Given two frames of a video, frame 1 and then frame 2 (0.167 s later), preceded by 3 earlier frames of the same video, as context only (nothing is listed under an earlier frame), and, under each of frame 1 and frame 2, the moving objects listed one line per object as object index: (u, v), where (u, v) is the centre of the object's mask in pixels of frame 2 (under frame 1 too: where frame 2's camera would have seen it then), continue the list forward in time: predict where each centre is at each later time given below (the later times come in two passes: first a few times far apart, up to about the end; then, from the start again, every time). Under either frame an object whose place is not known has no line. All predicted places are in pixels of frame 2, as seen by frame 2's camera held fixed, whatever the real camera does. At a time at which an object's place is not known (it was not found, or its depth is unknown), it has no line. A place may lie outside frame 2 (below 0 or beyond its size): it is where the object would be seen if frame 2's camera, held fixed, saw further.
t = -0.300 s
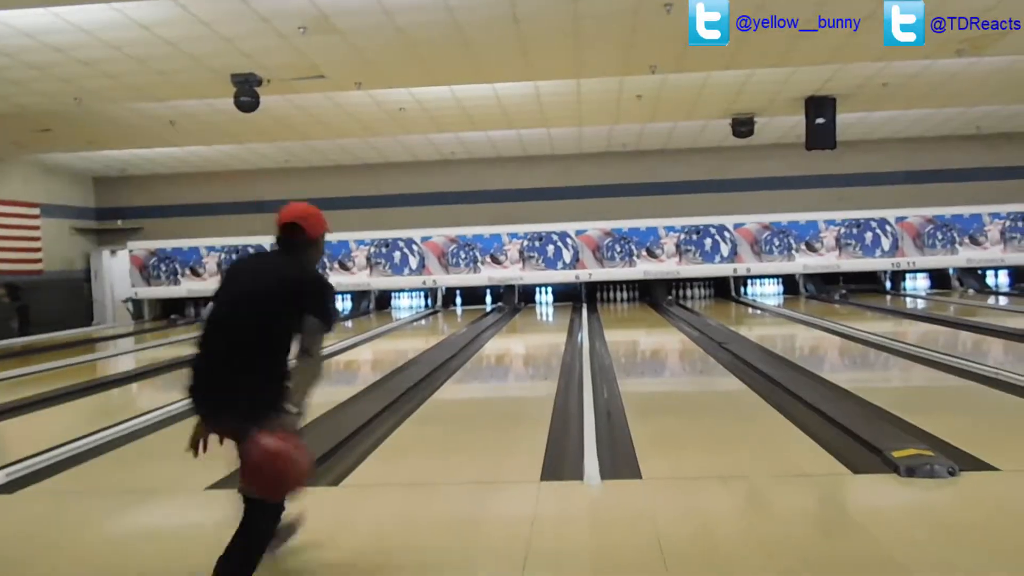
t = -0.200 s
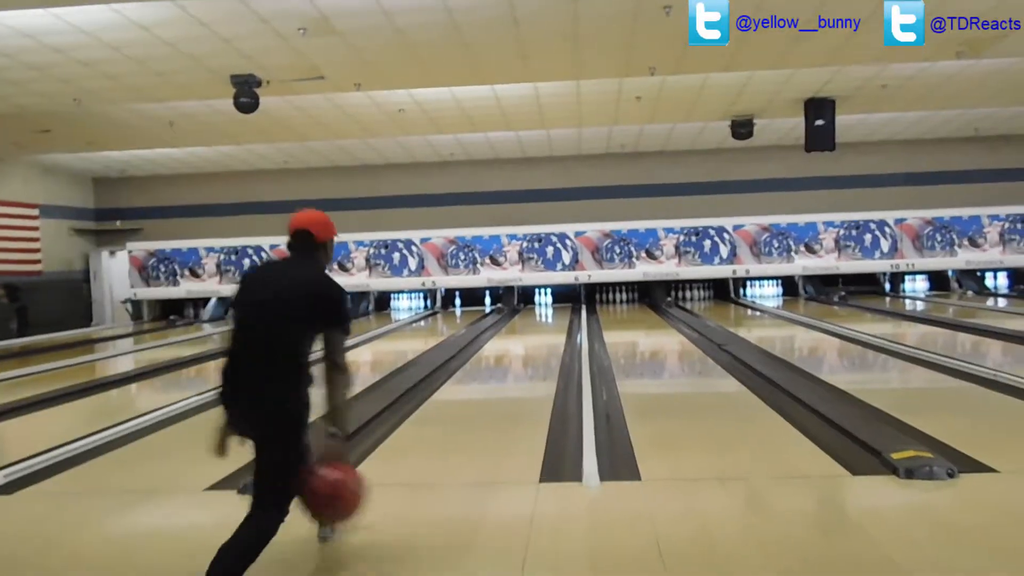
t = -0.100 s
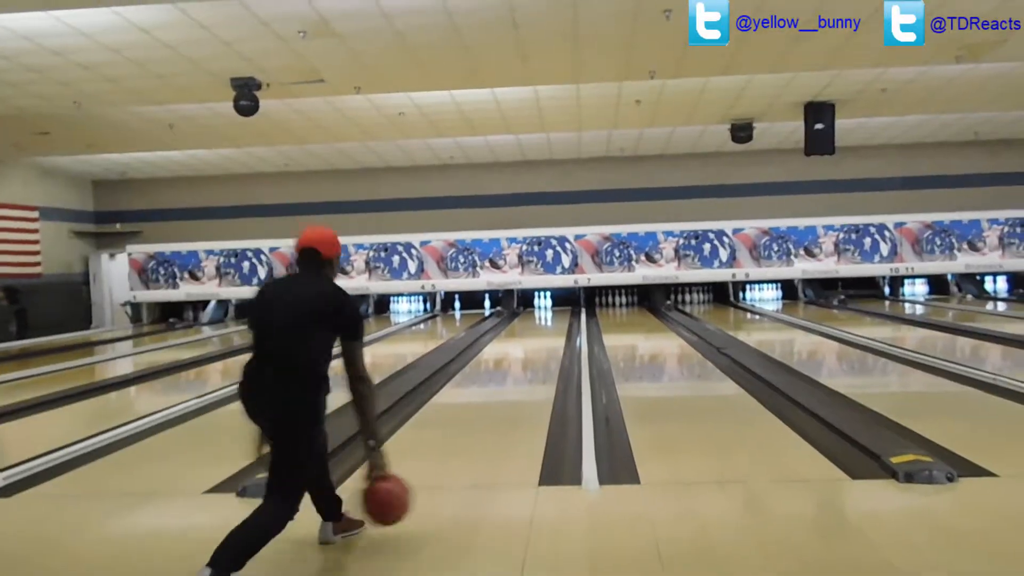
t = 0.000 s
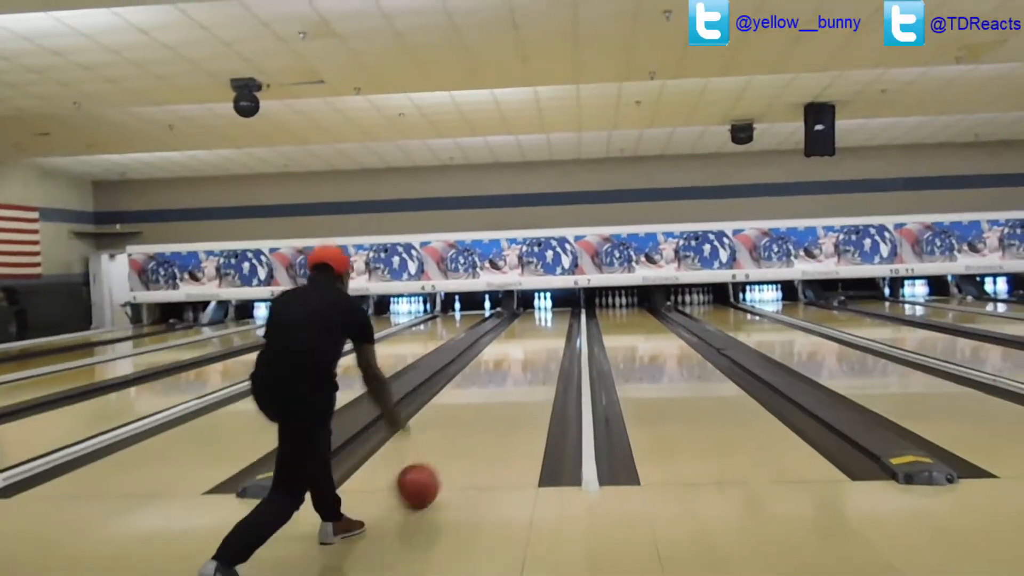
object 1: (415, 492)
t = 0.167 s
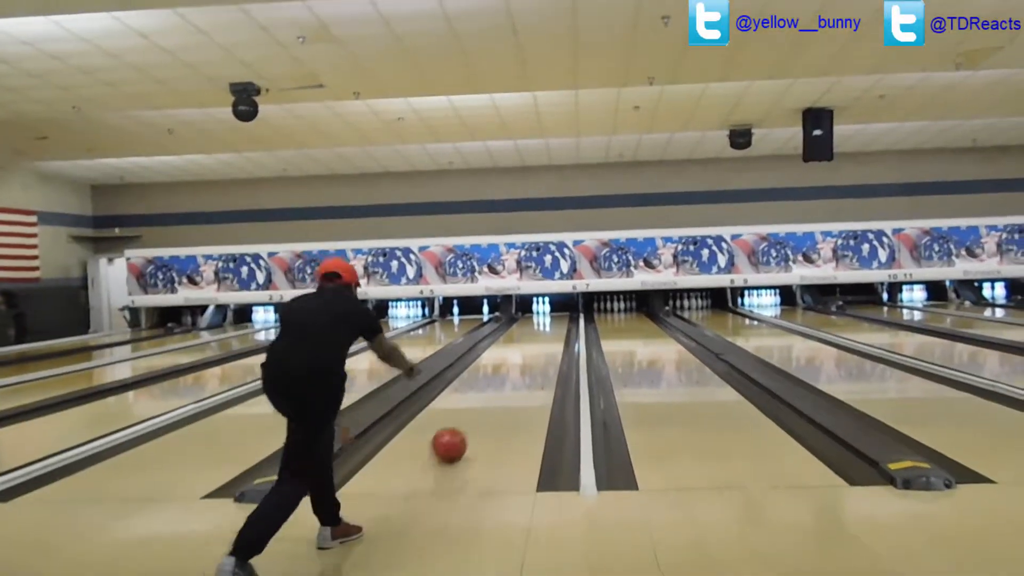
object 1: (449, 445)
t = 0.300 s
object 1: (467, 420)
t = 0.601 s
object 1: (494, 385)
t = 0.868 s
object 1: (509, 363)
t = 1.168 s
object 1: (519, 349)
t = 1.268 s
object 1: (522, 344)
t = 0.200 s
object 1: (454, 438)
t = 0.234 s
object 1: (459, 432)
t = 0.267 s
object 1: (463, 426)
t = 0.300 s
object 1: (467, 420)
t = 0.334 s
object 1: (471, 415)
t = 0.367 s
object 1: (475, 410)
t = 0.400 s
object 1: (478, 406)
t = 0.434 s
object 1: (481, 402)
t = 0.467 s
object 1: (484, 398)
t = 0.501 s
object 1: (487, 394)
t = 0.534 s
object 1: (489, 390)
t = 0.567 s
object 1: (492, 388)
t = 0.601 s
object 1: (494, 385)
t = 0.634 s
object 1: (496, 382)
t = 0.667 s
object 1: (499, 378)
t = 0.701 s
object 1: (500, 375)
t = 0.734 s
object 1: (502, 373)
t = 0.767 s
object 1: (504, 370)
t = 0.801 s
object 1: (505, 368)
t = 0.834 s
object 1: (507, 366)
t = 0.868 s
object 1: (509, 363)
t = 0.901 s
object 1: (510, 361)
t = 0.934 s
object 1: (511, 359)
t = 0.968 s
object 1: (512, 358)
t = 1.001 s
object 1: (514, 356)
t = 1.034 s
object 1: (515, 355)
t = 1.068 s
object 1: (516, 353)
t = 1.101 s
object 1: (517, 351)
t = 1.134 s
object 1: (518, 350)
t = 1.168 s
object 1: (519, 349)
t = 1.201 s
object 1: (520, 348)
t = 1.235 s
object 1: (521, 346)
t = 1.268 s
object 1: (522, 344)
